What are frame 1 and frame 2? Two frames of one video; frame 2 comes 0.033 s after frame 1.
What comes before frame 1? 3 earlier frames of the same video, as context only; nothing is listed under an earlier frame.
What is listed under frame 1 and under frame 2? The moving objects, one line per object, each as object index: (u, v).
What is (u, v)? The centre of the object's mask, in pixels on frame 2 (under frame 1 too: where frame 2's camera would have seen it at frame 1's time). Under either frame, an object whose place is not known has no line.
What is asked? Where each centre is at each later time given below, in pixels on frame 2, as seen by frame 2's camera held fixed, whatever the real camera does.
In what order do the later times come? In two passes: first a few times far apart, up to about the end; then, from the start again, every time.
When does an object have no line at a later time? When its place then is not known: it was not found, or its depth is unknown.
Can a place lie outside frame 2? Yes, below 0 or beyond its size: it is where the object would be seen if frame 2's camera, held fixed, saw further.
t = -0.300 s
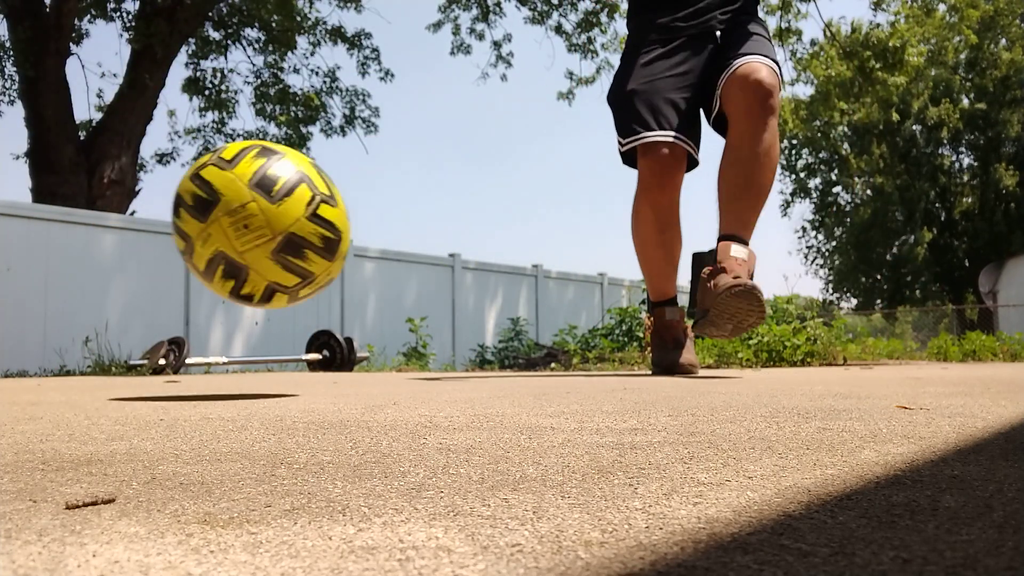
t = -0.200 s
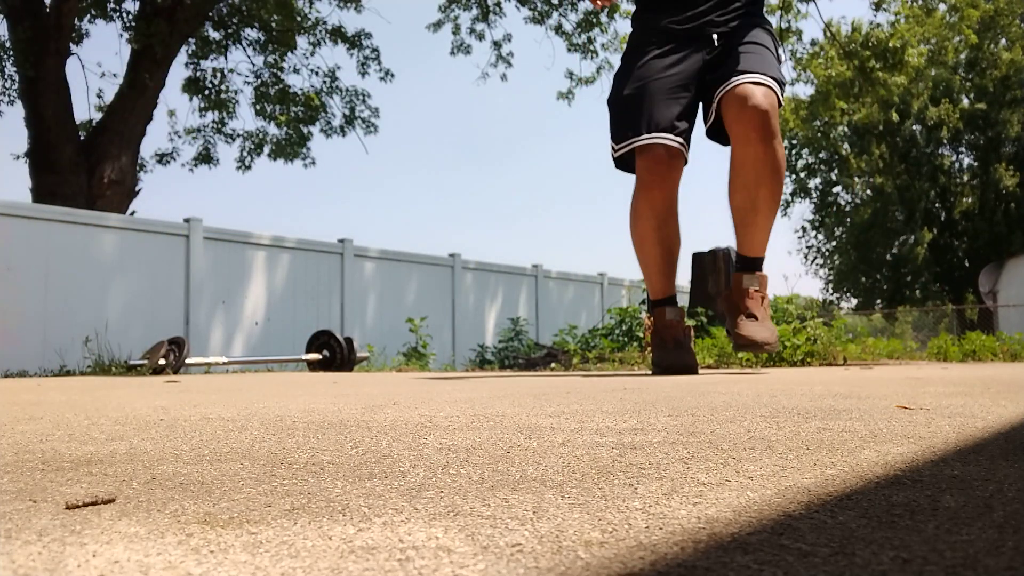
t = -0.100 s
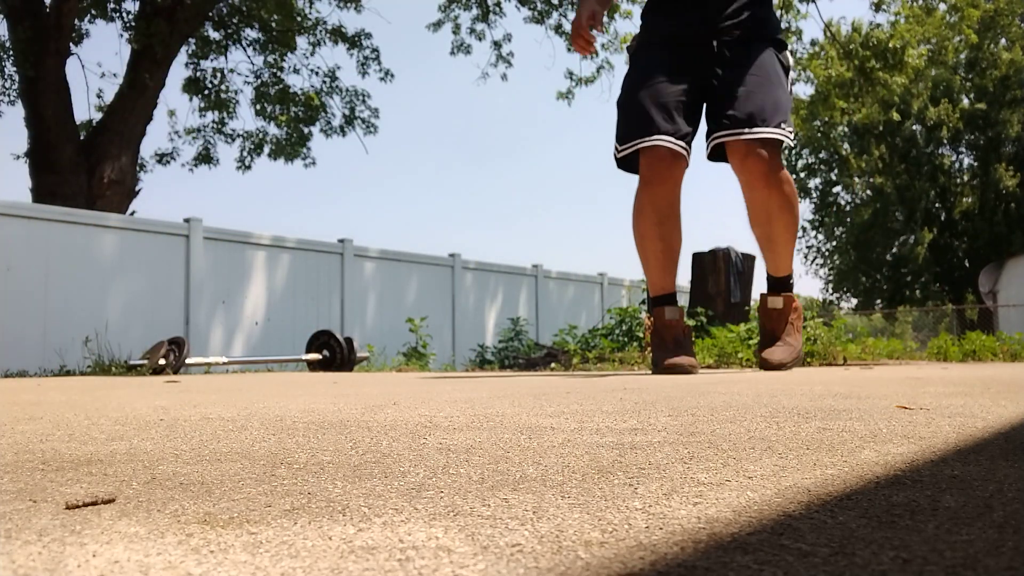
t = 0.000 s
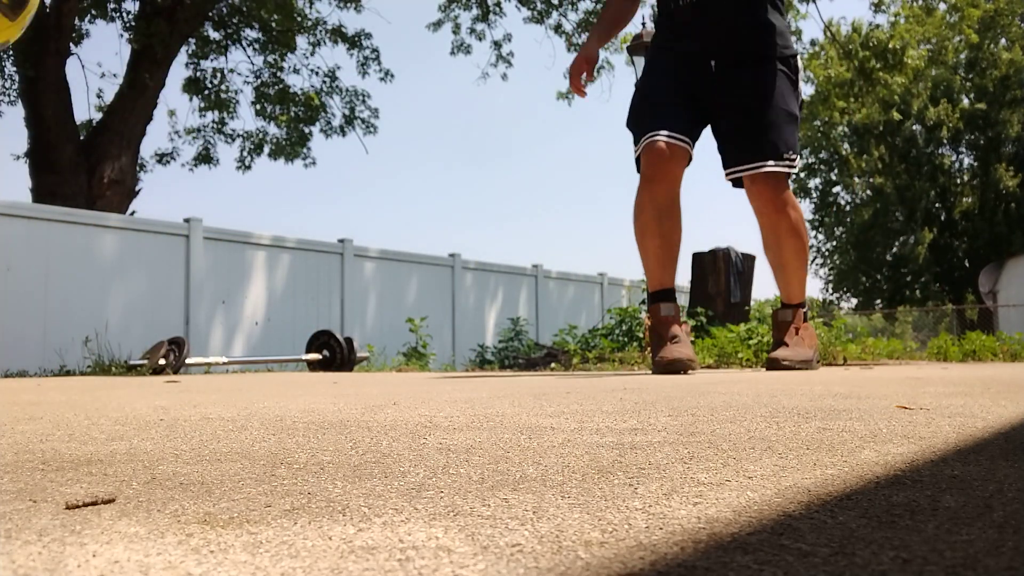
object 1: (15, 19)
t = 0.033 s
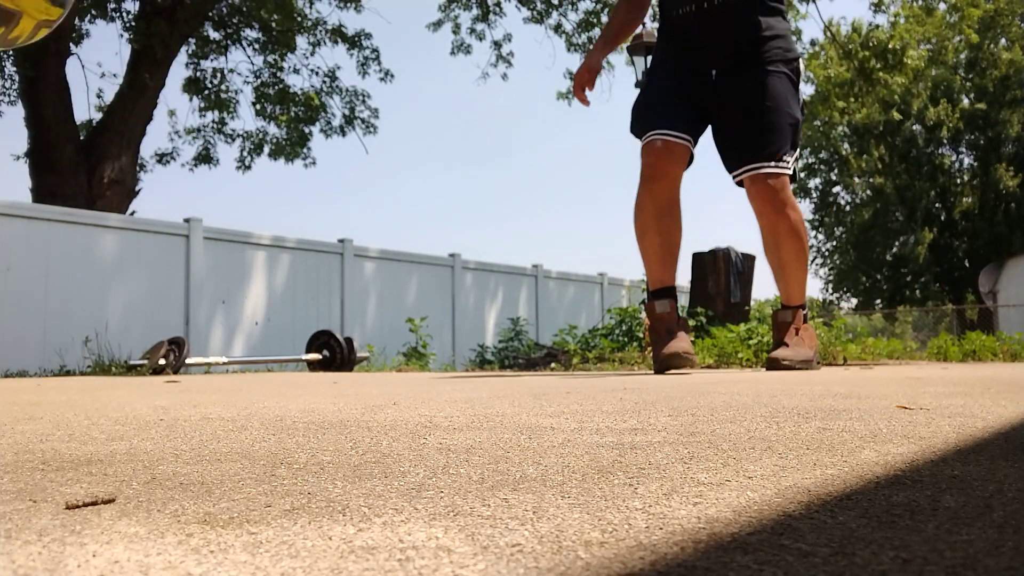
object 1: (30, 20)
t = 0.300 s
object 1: (216, 117)
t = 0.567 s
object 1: (305, 225)
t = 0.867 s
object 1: (300, 204)
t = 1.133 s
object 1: (301, 250)
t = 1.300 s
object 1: (307, 233)
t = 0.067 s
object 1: (46, 19)
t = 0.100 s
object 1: (66, 19)
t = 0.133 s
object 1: (95, 22)
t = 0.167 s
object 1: (123, 29)
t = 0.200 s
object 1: (147, 39)
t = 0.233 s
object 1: (171, 53)
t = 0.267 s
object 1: (194, 80)
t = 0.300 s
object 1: (216, 117)
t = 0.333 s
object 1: (238, 158)
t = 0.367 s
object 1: (258, 201)
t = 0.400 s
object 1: (276, 247)
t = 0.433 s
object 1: (294, 295)
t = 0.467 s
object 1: (306, 332)
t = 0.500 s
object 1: (306, 291)
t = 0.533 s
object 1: (306, 255)
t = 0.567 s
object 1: (305, 225)
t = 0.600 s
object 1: (305, 202)
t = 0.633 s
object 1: (304, 184)
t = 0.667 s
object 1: (304, 172)
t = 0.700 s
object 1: (303, 164)
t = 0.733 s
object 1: (302, 162)
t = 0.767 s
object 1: (302, 165)
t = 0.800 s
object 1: (301, 173)
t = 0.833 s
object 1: (300, 186)
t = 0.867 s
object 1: (300, 204)
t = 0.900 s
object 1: (299, 226)
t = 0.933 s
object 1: (299, 253)
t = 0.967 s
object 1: (298, 284)
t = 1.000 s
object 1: (298, 321)
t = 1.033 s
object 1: (298, 321)
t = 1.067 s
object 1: (299, 292)
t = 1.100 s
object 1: (300, 268)
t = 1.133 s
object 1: (301, 250)
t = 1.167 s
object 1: (302, 237)
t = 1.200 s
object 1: (304, 228)
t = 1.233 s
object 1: (305, 225)
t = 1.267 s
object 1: (306, 227)
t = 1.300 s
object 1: (307, 233)
